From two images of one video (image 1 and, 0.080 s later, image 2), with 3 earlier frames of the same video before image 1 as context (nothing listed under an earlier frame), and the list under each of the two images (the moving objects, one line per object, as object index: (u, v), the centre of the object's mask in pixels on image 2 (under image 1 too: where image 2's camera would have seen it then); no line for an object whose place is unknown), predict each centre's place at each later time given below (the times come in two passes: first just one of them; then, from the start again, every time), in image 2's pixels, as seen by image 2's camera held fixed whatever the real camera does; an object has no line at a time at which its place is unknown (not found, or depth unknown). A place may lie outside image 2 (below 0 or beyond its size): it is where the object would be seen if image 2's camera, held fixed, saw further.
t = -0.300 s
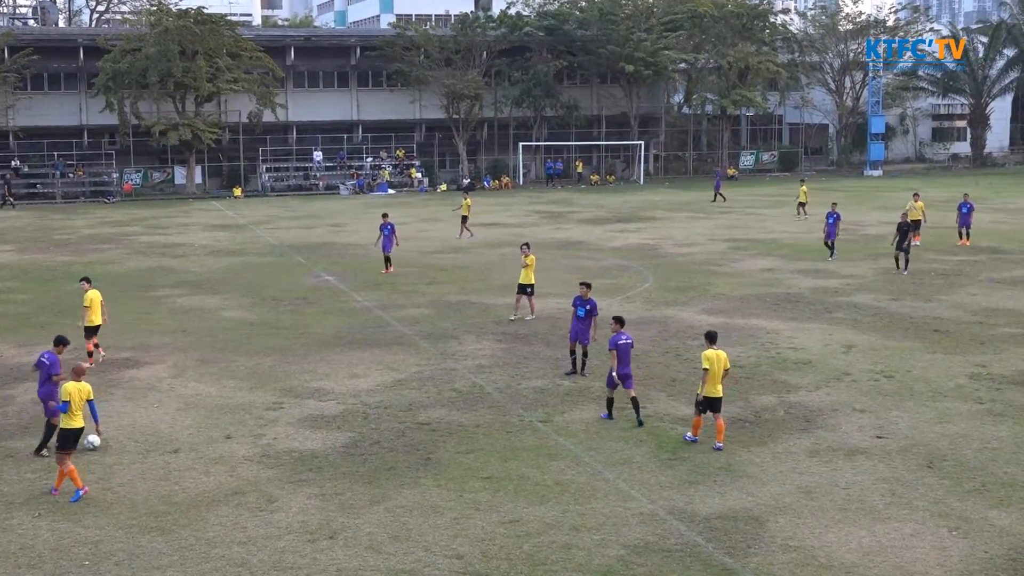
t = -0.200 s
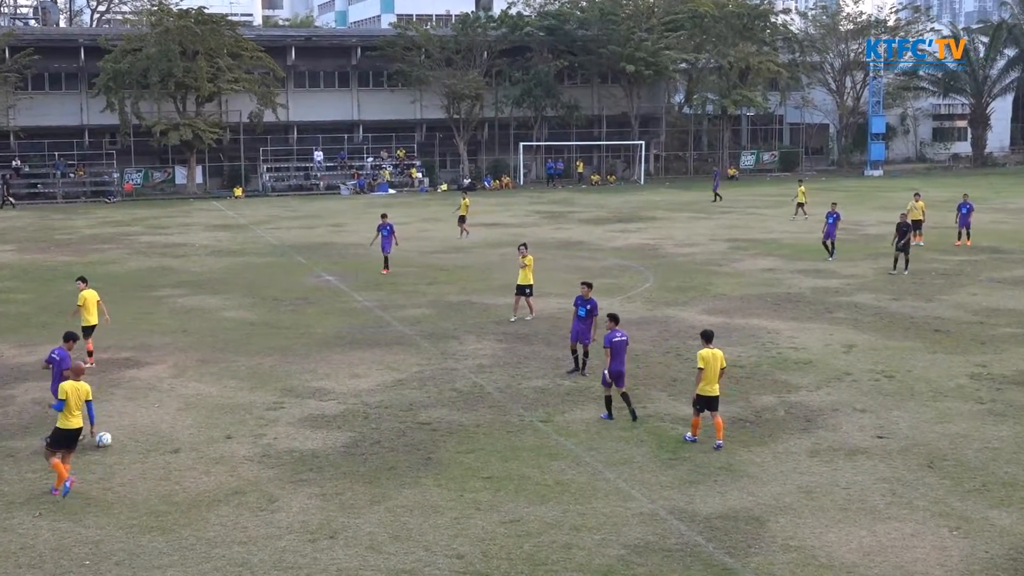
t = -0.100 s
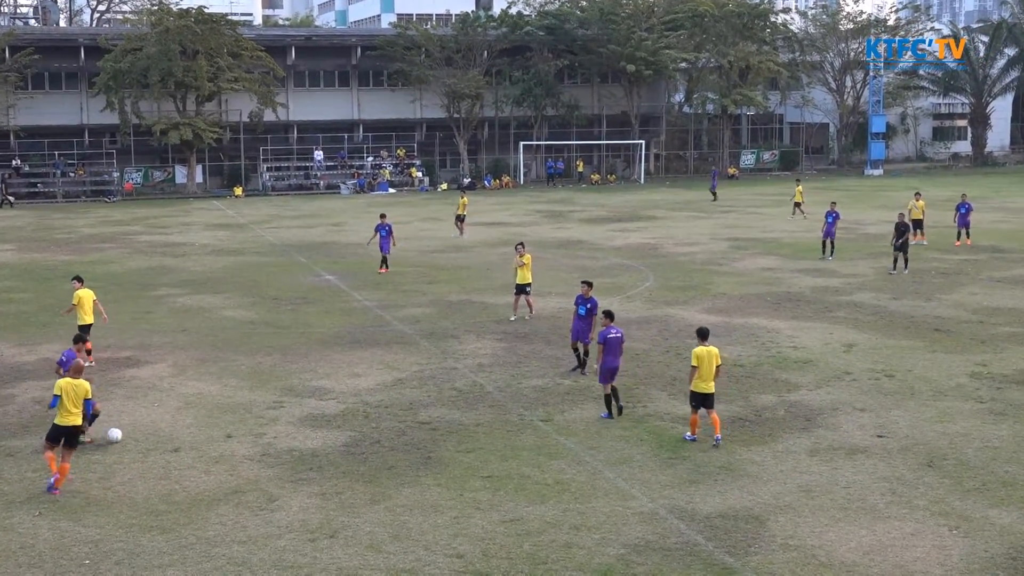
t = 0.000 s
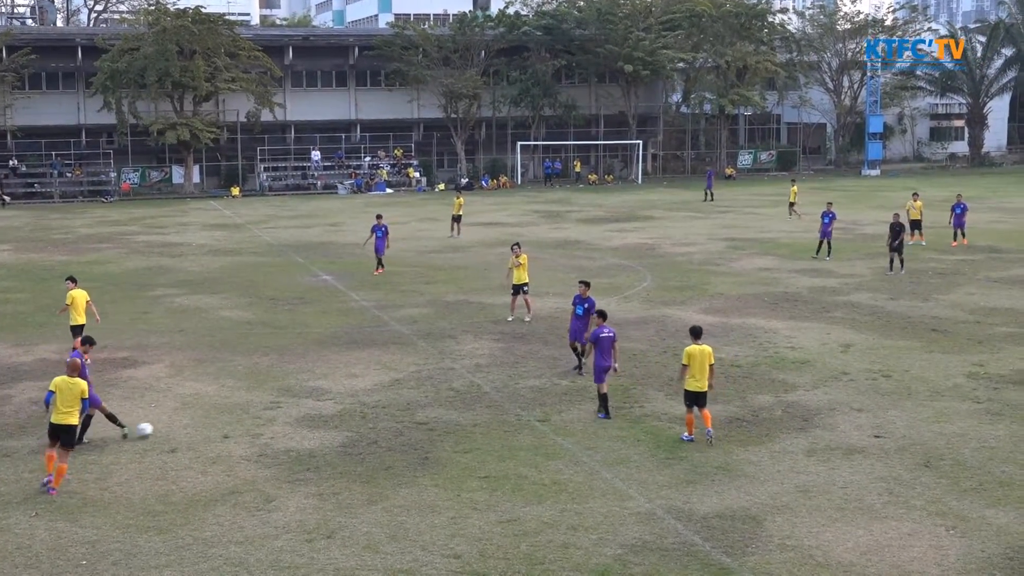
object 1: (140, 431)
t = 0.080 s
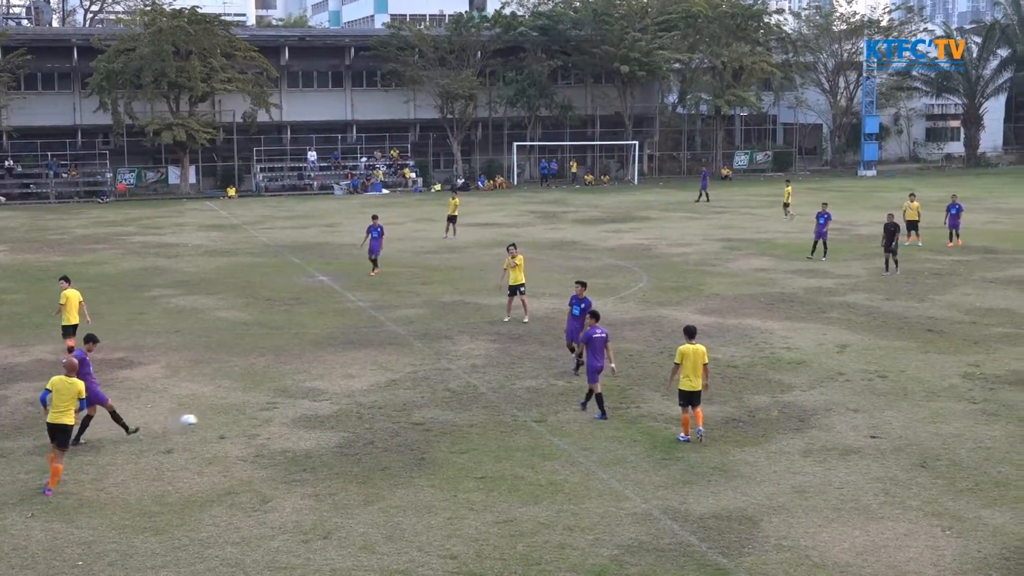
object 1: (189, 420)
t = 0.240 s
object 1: (278, 414)
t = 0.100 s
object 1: (200, 419)
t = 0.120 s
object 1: (212, 418)
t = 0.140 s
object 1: (222, 417)
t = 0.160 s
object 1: (234, 415)
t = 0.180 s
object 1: (246, 414)
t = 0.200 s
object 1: (257, 414)
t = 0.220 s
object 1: (268, 415)
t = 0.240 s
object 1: (278, 414)
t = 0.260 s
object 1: (287, 411)
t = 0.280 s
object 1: (297, 408)
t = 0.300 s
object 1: (306, 408)
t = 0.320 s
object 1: (315, 406)
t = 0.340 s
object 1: (325, 404)
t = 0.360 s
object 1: (334, 404)
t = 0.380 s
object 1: (342, 403)
